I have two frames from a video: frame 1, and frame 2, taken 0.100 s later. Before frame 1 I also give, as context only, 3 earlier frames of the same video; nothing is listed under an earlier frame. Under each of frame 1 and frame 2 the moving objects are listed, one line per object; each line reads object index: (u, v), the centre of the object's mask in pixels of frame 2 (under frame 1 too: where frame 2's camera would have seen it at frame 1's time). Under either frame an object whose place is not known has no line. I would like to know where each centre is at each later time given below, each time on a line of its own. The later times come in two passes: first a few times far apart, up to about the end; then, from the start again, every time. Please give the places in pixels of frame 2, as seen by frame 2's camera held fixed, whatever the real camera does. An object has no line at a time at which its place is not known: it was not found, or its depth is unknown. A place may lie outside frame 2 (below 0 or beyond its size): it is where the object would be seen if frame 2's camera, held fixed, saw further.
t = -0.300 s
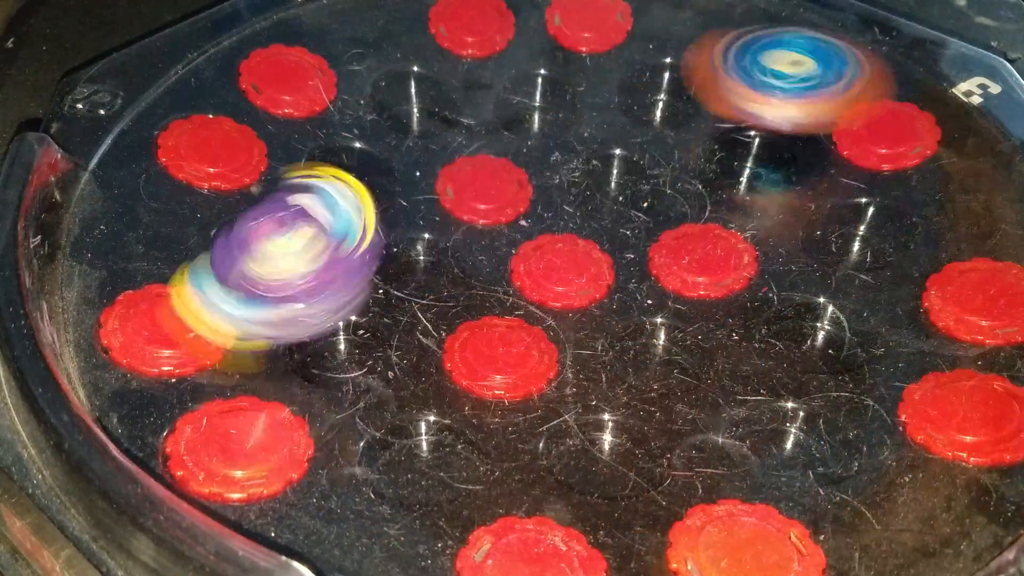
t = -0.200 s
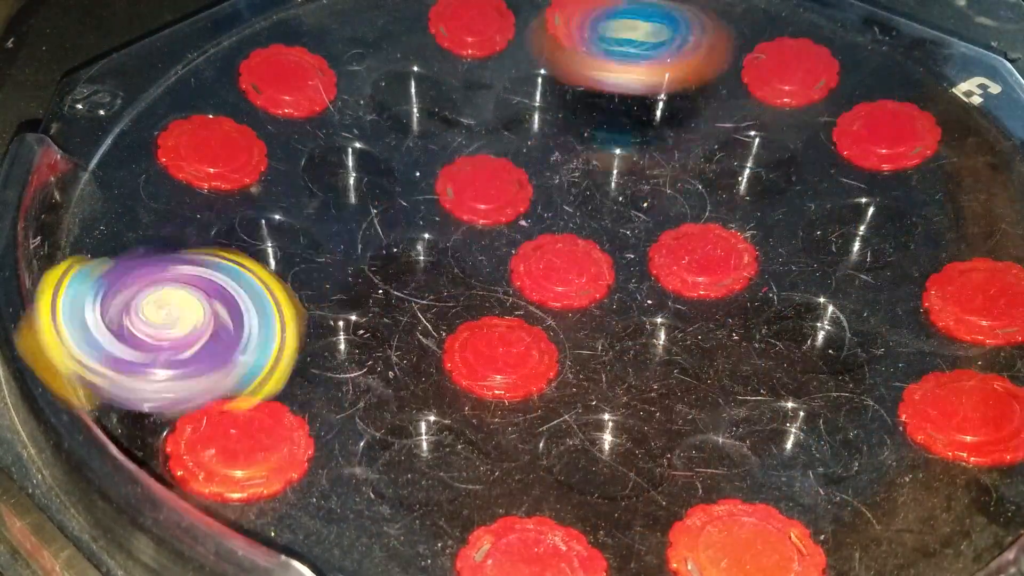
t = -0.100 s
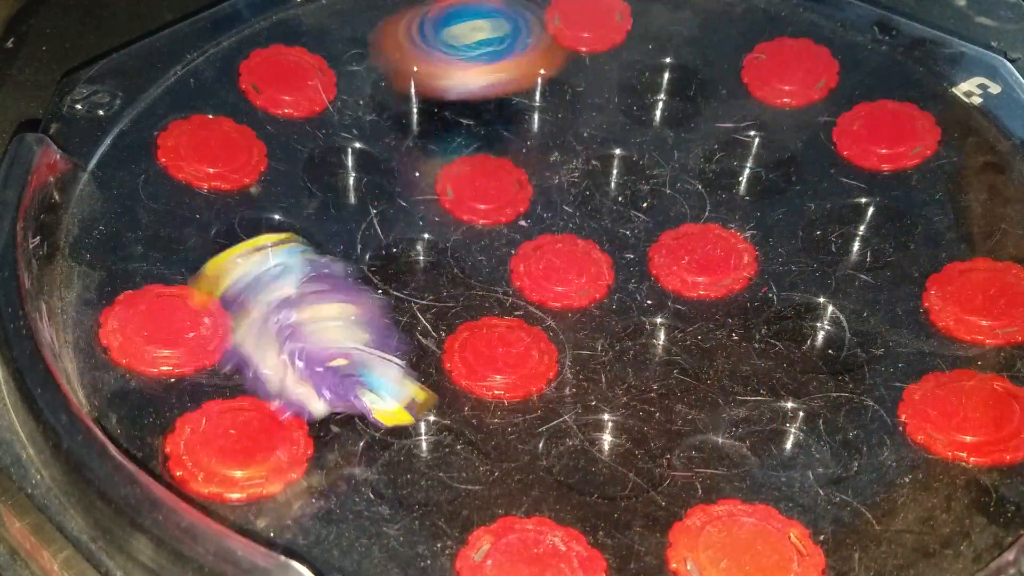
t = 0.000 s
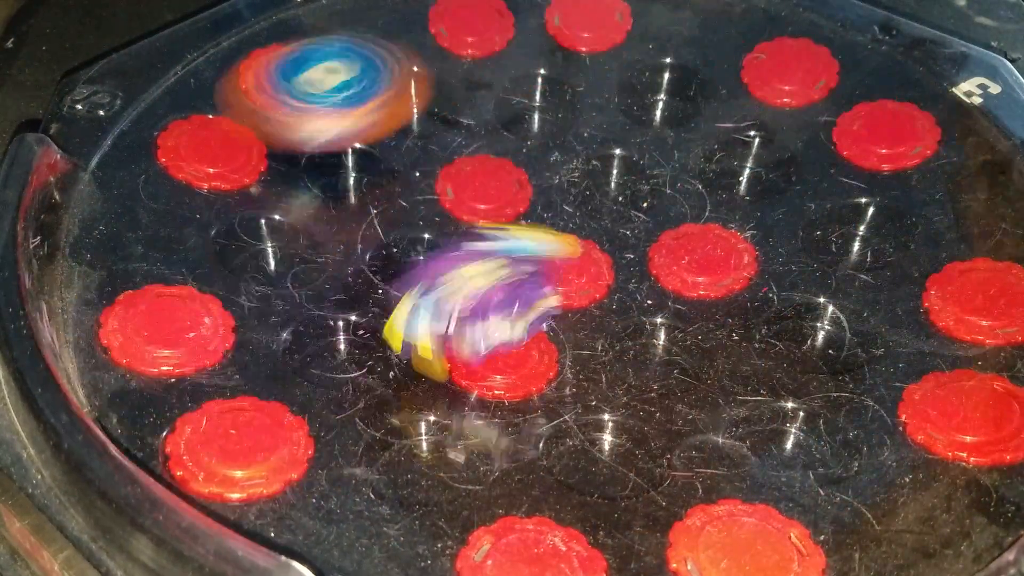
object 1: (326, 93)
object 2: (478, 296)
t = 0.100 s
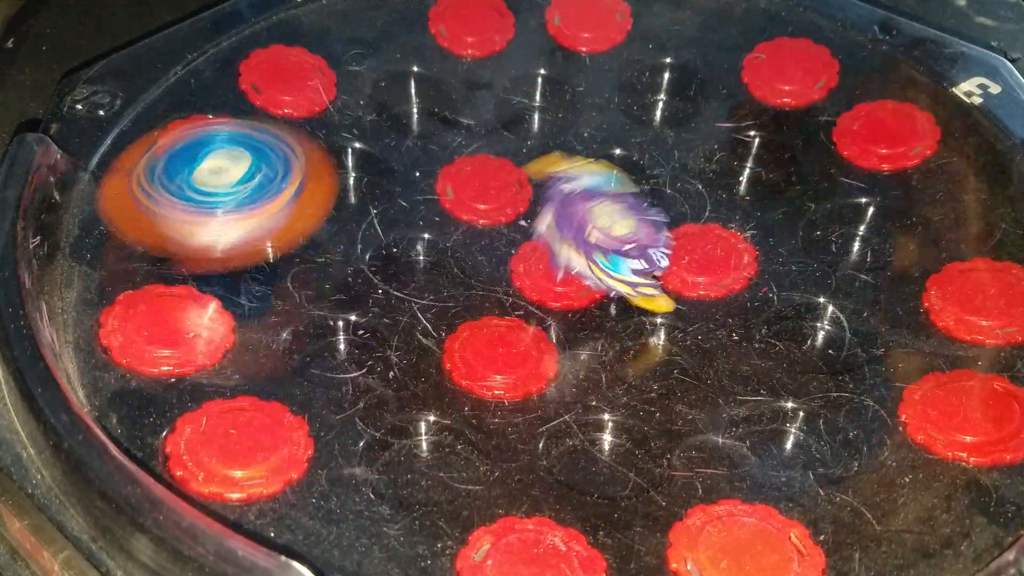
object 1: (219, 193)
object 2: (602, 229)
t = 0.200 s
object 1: (200, 320)
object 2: (637, 196)
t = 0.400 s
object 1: (596, 476)
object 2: (612, 194)
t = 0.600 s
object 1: (895, 309)
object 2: (612, 194)
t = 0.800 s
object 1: (772, 91)
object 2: (612, 194)
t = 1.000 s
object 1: (512, 31)
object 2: (612, 195)
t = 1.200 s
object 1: (263, 116)
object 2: (612, 195)
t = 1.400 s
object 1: (298, 338)
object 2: (612, 195)
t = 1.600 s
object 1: (711, 420)
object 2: (612, 194)
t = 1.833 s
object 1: (870, 194)
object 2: (612, 194)
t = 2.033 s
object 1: (665, 53)
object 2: (612, 195)
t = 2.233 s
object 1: (413, 73)
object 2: (612, 195)
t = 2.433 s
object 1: (302, 253)
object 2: (612, 195)
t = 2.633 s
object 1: (592, 422)
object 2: (612, 194)
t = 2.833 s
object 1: (852, 293)
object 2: (612, 194)
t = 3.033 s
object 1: (730, 122)
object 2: (612, 195)
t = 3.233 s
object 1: (532, 62)
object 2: (585, 201)
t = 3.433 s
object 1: (363, 170)
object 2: (585, 201)
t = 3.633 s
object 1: (500, 349)
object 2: (585, 201)
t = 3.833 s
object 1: (786, 325)
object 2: (585, 201)
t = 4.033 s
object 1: (788, 168)
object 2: (584, 201)
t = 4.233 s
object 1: (629, 77)
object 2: (542, 219)
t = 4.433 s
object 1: (437, 116)
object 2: (539, 222)
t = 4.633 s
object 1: (307, 169)
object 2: (575, 286)
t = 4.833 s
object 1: (391, 306)
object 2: (588, 290)
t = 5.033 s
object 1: (298, 290)
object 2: (754, 299)
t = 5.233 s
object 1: (310, 296)
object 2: (706, 287)
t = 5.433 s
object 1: (436, 229)
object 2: (704, 286)
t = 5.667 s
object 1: (458, 113)
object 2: (704, 286)
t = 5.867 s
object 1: (375, 86)
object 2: (704, 286)
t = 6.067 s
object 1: (488, 180)
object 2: (704, 286)
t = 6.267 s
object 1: (613, 150)
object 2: (731, 329)
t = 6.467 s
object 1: (632, 87)
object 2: (720, 330)
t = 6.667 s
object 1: (558, 132)
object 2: (696, 310)
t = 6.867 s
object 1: (565, 218)
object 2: (680, 298)
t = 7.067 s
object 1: (502, 220)
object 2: (653, 306)
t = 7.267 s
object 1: (386, 212)
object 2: (653, 306)
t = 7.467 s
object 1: (405, 253)
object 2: (653, 305)
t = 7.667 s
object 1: (501, 212)
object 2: (656, 307)
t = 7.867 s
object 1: (494, 159)
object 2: (653, 304)
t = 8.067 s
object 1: (490, 114)
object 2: (653, 304)
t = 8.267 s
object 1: (519, 159)
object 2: (653, 304)
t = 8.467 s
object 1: (595, 196)
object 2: (653, 311)
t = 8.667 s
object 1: (573, 152)
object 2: (646, 313)
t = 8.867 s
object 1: (520, 180)
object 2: (646, 313)
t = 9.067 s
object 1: (528, 234)
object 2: (646, 313)
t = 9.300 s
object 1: (516, 217)
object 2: (653, 316)
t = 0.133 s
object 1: (201, 228)
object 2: (626, 214)
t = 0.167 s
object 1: (197, 271)
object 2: (636, 204)
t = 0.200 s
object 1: (200, 320)
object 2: (637, 196)
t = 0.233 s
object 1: (225, 362)
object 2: (632, 193)
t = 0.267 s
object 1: (285, 415)
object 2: (624, 192)
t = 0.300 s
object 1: (358, 451)
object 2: (618, 193)
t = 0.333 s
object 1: (433, 471)
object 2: (614, 193)
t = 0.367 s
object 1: (513, 479)
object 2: (612, 194)
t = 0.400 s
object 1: (596, 476)
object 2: (612, 194)
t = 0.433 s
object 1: (681, 470)
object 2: (612, 194)
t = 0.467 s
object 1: (746, 449)
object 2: (612, 194)
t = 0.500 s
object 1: (799, 427)
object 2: (612, 194)
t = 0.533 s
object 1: (845, 391)
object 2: (612, 194)
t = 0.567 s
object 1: (869, 350)
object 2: (612, 194)
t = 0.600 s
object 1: (895, 309)
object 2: (612, 194)
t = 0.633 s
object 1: (892, 265)
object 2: (612, 194)
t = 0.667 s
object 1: (884, 226)
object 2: (612, 194)
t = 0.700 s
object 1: (873, 189)
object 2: (612, 194)
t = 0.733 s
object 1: (854, 155)
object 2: (612, 194)
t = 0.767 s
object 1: (820, 122)
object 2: (612, 194)
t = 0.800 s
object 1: (772, 91)
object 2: (612, 194)
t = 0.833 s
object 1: (738, 71)
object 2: (612, 194)
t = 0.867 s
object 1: (689, 54)
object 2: (612, 194)
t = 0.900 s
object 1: (650, 42)
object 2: (612, 194)
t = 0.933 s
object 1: (606, 35)
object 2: (612, 194)
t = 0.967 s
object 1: (573, 33)
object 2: (612, 195)
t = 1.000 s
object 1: (512, 31)
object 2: (612, 195)
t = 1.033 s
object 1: (463, 35)
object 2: (612, 195)
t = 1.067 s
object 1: (420, 39)
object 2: (612, 195)
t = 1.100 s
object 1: (371, 46)
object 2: (612, 195)
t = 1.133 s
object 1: (330, 58)
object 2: (612, 195)
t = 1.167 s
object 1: (298, 76)
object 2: (612, 195)
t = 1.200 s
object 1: (263, 116)
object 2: (612, 195)
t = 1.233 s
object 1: (246, 134)
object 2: (612, 195)
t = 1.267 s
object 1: (225, 177)
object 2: (612, 195)
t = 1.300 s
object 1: (218, 211)
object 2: (612, 195)
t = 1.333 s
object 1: (230, 253)
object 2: (612, 195)
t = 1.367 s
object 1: (244, 296)
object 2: (612, 195)
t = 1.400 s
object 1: (298, 338)
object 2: (612, 195)
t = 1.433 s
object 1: (355, 380)
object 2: (612, 195)
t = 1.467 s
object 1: (421, 413)
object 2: (612, 195)
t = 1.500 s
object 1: (489, 430)
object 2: (612, 195)
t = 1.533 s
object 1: (570, 439)
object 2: (612, 194)
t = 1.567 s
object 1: (648, 438)
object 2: (612, 194)
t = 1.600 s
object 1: (711, 420)
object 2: (612, 194)
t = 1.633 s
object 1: (770, 400)
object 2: (612, 194)
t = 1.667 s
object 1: (821, 374)
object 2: (612, 194)
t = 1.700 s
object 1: (851, 341)
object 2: (612, 194)
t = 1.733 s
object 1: (877, 304)
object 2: (612, 194)
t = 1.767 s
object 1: (882, 266)
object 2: (612, 194)
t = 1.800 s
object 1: (872, 224)
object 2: (612, 194)
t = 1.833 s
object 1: (870, 194)
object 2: (612, 194)
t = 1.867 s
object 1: (853, 160)
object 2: (612, 194)
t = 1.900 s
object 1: (825, 127)
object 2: (612, 195)
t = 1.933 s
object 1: (785, 98)
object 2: (612, 195)
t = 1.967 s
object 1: (750, 79)
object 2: (612, 195)
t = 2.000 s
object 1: (705, 65)
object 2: (612, 195)
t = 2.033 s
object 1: (665, 53)
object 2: (612, 195)
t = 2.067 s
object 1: (622, 43)
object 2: (612, 195)
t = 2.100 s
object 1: (583, 42)
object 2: (612, 195)
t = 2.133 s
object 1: (534, 40)
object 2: (612, 195)
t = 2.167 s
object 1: (484, 48)
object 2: (612, 195)
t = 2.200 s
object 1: (454, 57)
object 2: (612, 195)
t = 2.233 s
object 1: (413, 73)
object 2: (612, 195)
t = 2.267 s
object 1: (380, 91)
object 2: (612, 195)
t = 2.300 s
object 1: (344, 110)
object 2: (612, 195)
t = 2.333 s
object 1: (301, 142)
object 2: (612, 195)
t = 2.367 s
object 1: (298, 167)
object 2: (612, 195)
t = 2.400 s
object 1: (299, 216)
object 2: (612, 195)
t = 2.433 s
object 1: (302, 253)
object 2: (612, 195)
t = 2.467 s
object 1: (323, 291)
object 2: (612, 195)
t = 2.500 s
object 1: (343, 325)
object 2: (612, 195)
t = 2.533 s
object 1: (403, 367)
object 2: (612, 195)
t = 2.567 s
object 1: (459, 394)
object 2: (612, 195)
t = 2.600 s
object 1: (529, 413)
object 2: (612, 195)
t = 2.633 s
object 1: (592, 422)
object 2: (612, 194)
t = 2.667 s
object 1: (664, 414)
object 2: (612, 194)
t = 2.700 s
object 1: (720, 399)
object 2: (612, 194)
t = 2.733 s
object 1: (769, 383)
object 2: (612, 194)
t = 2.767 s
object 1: (813, 359)
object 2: (612, 195)
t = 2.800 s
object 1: (839, 335)
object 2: (612, 194)
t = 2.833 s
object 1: (852, 293)
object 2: (612, 194)
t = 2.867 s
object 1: (849, 265)
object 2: (612, 194)
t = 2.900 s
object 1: (839, 225)
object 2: (612, 195)
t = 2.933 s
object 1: (822, 199)
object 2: (612, 195)
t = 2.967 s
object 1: (794, 171)
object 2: (612, 195)
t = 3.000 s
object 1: (762, 141)
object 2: (612, 195)
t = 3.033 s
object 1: (730, 122)
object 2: (612, 195)
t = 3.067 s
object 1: (695, 104)
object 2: (602, 197)
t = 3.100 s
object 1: (668, 90)
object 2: (594, 199)
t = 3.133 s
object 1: (642, 77)
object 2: (588, 200)
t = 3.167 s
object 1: (606, 66)
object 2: (585, 201)
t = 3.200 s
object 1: (571, 60)
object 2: (585, 201)
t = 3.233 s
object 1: (532, 62)
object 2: (585, 201)
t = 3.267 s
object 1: (493, 69)
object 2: (585, 201)
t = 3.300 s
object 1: (457, 81)
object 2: (585, 201)
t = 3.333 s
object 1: (423, 99)
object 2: (585, 201)
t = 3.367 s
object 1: (395, 115)
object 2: (585, 201)
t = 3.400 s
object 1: (373, 137)
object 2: (585, 201)
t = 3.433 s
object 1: (363, 170)
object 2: (585, 201)
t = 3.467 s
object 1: (358, 206)
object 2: (585, 201)
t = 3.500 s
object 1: (366, 236)
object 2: (585, 201)
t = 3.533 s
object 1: (387, 269)
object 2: (585, 201)
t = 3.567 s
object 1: (406, 298)
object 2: (585, 201)
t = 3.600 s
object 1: (453, 329)
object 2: (585, 201)
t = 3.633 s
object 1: (500, 349)
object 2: (585, 201)
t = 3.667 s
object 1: (553, 369)
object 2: (585, 201)
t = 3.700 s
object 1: (609, 371)
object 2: (585, 201)
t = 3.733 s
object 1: (667, 368)
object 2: (585, 201)
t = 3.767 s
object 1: (707, 357)
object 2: (585, 201)
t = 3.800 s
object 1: (752, 343)
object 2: (585, 201)
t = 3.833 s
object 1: (786, 325)
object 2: (585, 201)
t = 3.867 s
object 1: (807, 301)
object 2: (585, 201)
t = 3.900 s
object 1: (818, 281)
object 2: (585, 201)
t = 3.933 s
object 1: (823, 250)
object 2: (585, 201)
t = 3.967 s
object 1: (824, 216)
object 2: (585, 201)
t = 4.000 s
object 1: (807, 193)
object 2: (585, 201)
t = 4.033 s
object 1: (788, 168)
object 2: (584, 201)
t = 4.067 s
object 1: (760, 145)
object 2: (584, 201)
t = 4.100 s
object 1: (731, 130)
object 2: (584, 201)
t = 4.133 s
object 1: (695, 117)
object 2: (584, 201)
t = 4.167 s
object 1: (668, 102)
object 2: (570, 206)
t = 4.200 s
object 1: (654, 88)
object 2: (553, 214)
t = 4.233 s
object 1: (629, 77)
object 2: (542, 219)
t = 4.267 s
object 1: (595, 68)
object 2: (538, 221)
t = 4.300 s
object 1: (566, 66)
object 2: (538, 222)
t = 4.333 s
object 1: (530, 72)
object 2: (539, 222)
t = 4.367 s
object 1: (499, 83)
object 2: (538, 222)
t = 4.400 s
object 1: (465, 97)
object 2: (538, 222)
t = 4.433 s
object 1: (437, 116)
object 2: (539, 222)
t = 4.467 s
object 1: (415, 138)
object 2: (539, 222)
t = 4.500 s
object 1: (395, 145)
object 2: (551, 236)
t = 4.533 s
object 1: (369, 147)
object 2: (569, 257)
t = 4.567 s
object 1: (350, 164)
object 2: (578, 270)
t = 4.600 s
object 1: (310, 157)
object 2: (577, 280)
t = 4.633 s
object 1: (307, 169)
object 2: (575, 286)
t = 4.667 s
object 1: (300, 184)
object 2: (572, 287)
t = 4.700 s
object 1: (300, 219)
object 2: (569, 287)
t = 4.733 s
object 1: (324, 248)
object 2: (569, 287)
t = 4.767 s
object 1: (347, 279)
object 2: (569, 287)
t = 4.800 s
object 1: (369, 300)
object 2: (575, 285)
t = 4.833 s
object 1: (391, 306)
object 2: (588, 290)
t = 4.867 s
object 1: (400, 312)
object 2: (607, 295)
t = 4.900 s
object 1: (370, 312)
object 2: (656, 295)
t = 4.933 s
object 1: (349, 306)
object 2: (694, 300)
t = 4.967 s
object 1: (327, 301)
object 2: (725, 302)
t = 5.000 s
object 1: (310, 298)
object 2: (744, 306)
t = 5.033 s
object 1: (298, 290)
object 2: (754, 299)
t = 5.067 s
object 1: (287, 286)
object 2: (750, 295)
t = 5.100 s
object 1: (276, 286)
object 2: (741, 293)
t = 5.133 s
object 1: (271, 290)
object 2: (729, 291)
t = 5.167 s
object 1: (278, 293)
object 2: (719, 289)
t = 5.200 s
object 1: (294, 294)
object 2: (711, 287)
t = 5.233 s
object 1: (310, 296)
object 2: (706, 287)
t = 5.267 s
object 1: (331, 292)
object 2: (704, 286)
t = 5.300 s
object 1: (355, 282)
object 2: (704, 286)
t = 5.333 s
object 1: (381, 262)
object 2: (704, 286)
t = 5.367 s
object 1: (400, 256)
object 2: (704, 286)
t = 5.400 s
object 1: (417, 235)
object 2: (704, 286)
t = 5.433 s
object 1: (436, 229)
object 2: (704, 286)
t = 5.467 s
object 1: (447, 216)
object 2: (704, 286)
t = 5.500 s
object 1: (456, 200)
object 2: (704, 286)
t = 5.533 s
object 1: (463, 187)
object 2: (704, 286)
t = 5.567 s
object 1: (465, 172)
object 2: (704, 286)
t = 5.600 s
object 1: (466, 140)
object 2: (704, 286)
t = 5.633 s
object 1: (462, 126)
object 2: (704, 286)
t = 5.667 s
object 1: (458, 113)
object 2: (704, 286)
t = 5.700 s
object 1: (450, 101)
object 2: (704, 286)
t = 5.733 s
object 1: (437, 99)
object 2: (704, 286)
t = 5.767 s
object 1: (425, 93)
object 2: (704, 286)
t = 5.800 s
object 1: (414, 83)
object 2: (704, 286)
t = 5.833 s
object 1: (398, 82)
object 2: (704, 286)
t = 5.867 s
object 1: (375, 86)
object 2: (704, 286)
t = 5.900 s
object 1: (374, 91)
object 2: (704, 286)
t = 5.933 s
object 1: (380, 103)
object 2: (704, 286)
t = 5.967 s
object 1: (415, 139)
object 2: (704, 286)
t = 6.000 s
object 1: (436, 155)
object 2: (704, 286)
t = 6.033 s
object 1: (461, 167)
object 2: (704, 286)
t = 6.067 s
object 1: (488, 180)
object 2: (704, 286)
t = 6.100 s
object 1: (517, 191)
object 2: (704, 286)
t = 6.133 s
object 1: (545, 198)
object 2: (704, 286)
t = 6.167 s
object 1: (572, 200)
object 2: (704, 286)
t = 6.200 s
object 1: (592, 185)
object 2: (715, 299)
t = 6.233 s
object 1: (603, 165)
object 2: (728, 322)
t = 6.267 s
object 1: (613, 150)
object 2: (731, 329)
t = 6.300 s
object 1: (624, 137)
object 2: (728, 334)
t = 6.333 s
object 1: (629, 125)
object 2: (726, 334)
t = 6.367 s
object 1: (633, 111)
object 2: (725, 333)
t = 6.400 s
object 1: (638, 102)
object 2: (723, 332)
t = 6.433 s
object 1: (632, 95)
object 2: (722, 331)
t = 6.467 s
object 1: (632, 87)
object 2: (720, 330)
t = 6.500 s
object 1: (620, 87)
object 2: (719, 329)
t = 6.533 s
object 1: (603, 90)
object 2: (717, 328)
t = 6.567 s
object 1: (588, 84)
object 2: (714, 325)
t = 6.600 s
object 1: (575, 94)
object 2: (710, 322)
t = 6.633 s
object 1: (564, 108)
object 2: (703, 316)
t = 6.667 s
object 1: (558, 132)
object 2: (696, 310)
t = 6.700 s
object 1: (558, 146)
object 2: (687, 304)
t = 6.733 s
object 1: (561, 161)
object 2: (680, 300)
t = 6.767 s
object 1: (563, 176)
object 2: (677, 298)
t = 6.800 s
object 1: (562, 194)
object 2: (677, 298)
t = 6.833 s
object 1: (570, 208)
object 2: (677, 297)
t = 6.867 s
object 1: (565, 218)
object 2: (680, 298)
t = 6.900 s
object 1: (562, 223)
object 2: (679, 299)
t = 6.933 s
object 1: (549, 224)
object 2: (669, 300)
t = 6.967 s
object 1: (545, 226)
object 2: (664, 301)
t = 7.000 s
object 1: (533, 227)
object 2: (657, 305)
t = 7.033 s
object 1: (512, 224)
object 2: (655, 306)
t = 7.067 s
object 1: (502, 220)
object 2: (653, 306)
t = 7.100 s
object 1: (475, 215)
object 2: (653, 306)
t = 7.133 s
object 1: (460, 212)
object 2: (653, 306)
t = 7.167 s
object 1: (447, 212)
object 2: (653, 305)
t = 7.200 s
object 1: (430, 207)
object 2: (653, 305)
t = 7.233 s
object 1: (417, 207)
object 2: (653, 305)
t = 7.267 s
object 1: (386, 212)
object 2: (653, 306)
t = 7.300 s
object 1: (383, 216)
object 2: (653, 306)
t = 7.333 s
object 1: (368, 224)
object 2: (653, 306)
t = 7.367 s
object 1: (365, 231)
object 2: (653, 306)
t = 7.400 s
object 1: (374, 243)
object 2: (653, 306)
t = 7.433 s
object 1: (382, 247)
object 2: (653, 305)
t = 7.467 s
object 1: (405, 253)
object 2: (653, 305)
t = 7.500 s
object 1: (427, 256)
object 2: (653, 305)
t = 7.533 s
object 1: (447, 258)
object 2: (653, 306)
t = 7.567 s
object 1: (472, 250)
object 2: (653, 306)
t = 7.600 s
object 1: (491, 239)
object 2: (656, 305)
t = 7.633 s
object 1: (495, 224)
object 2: (655, 308)
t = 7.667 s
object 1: (501, 212)
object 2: (656, 307)
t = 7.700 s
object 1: (503, 197)
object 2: (654, 305)
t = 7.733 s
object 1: (500, 188)
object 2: (653, 304)
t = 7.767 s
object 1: (502, 175)
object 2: (653, 304)
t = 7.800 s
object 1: (498, 178)
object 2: (653, 304)
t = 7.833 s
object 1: (500, 158)
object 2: (653, 304)
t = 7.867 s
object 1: (494, 159)
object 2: (653, 304)
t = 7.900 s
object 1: (498, 134)
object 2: (653, 304)
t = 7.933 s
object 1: (498, 127)
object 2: (653, 304)
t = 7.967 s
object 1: (494, 122)
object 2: (653, 304)
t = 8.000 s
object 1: (487, 115)
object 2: (653, 304)
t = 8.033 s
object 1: (491, 113)
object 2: (653, 304)
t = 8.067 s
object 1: (490, 114)
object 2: (653, 304)
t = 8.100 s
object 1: (483, 119)
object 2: (653, 304)
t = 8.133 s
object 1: (487, 118)
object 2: (653, 304)
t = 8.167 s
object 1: (494, 128)
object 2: (653, 304)
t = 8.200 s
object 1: (501, 142)
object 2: (653, 304)
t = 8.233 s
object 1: (502, 150)
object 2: (653, 304)
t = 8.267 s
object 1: (519, 159)
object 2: (653, 304)
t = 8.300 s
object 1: (534, 172)
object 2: (653, 304)
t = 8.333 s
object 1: (543, 182)
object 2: (653, 304)
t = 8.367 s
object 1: (553, 185)
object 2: (653, 304)
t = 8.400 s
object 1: (577, 193)
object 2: (653, 304)
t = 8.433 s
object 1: (588, 198)
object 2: (653, 305)
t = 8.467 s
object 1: (595, 196)
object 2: (653, 311)
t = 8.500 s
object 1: (601, 186)
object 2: (648, 313)
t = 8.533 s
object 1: (596, 180)
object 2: (646, 313)
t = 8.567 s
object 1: (600, 173)
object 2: (646, 313)
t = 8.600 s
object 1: (595, 162)
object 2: (646, 313)
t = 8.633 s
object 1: (582, 155)
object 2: (646, 313)
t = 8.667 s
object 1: (573, 152)
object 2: (646, 313)
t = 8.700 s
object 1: (563, 151)
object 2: (645, 313)
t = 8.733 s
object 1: (553, 153)
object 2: (645, 313)
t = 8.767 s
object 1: (542, 158)
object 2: (645, 313)
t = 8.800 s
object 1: (533, 164)
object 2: (646, 313)
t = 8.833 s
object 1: (525, 174)
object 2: (646, 313)
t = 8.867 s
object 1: (520, 180)
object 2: (646, 313)
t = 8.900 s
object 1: (516, 191)
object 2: (646, 313)
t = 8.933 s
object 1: (517, 197)
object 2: (646, 313)
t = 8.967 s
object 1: (516, 209)
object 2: (646, 313)
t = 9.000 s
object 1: (520, 215)
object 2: (646, 313)
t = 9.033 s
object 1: (520, 226)
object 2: (646, 313)
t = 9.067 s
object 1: (528, 234)
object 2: (646, 313)
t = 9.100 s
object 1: (528, 245)
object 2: (646, 314)
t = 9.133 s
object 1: (531, 248)
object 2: (647, 315)
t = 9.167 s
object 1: (533, 247)
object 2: (647, 314)
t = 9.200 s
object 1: (528, 243)
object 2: (647, 315)
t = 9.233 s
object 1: (526, 236)
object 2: (652, 317)
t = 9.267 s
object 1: (520, 228)
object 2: (652, 317)
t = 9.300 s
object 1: (516, 217)
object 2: (653, 316)
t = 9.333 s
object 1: (513, 207)
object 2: (652, 316)
